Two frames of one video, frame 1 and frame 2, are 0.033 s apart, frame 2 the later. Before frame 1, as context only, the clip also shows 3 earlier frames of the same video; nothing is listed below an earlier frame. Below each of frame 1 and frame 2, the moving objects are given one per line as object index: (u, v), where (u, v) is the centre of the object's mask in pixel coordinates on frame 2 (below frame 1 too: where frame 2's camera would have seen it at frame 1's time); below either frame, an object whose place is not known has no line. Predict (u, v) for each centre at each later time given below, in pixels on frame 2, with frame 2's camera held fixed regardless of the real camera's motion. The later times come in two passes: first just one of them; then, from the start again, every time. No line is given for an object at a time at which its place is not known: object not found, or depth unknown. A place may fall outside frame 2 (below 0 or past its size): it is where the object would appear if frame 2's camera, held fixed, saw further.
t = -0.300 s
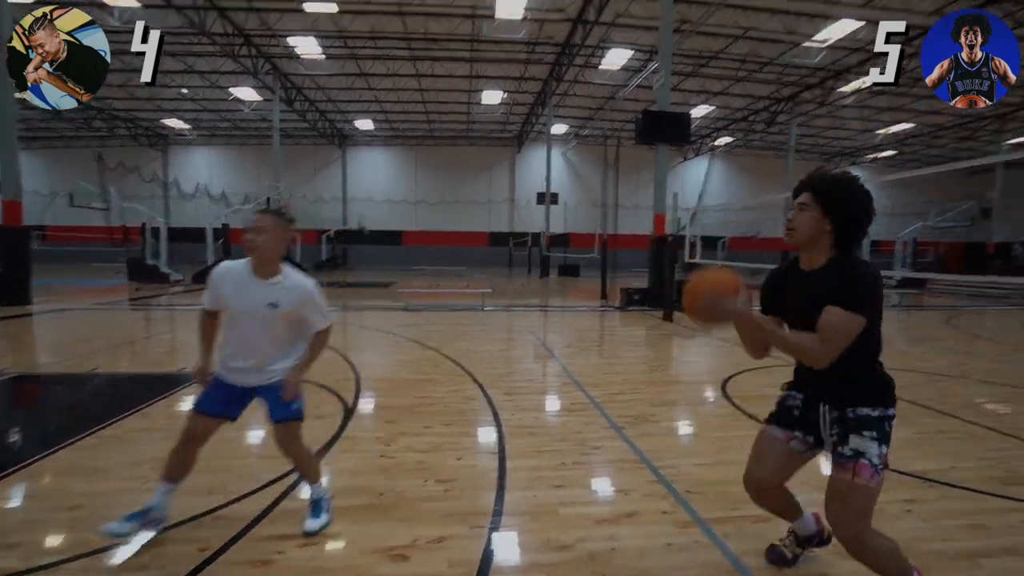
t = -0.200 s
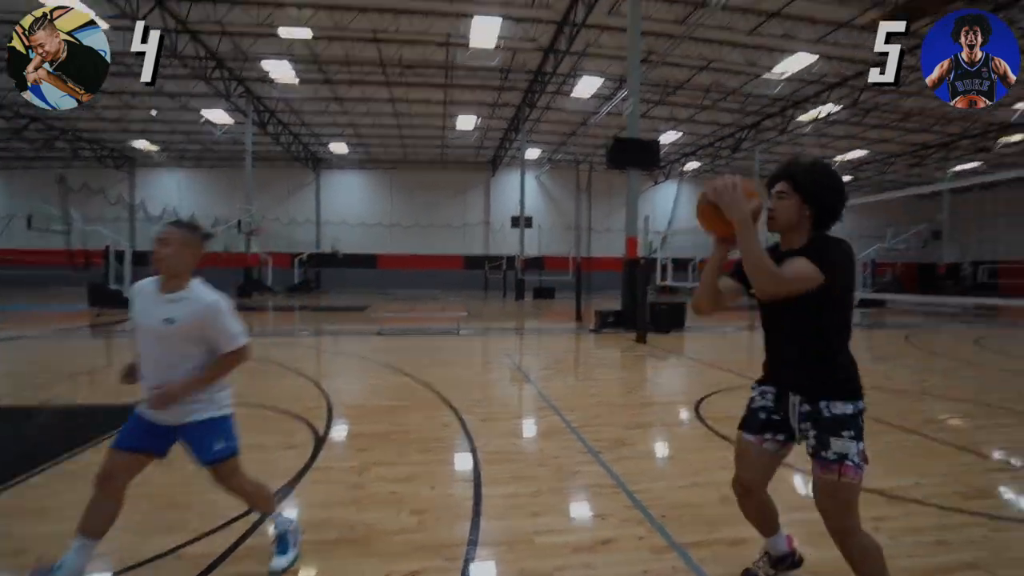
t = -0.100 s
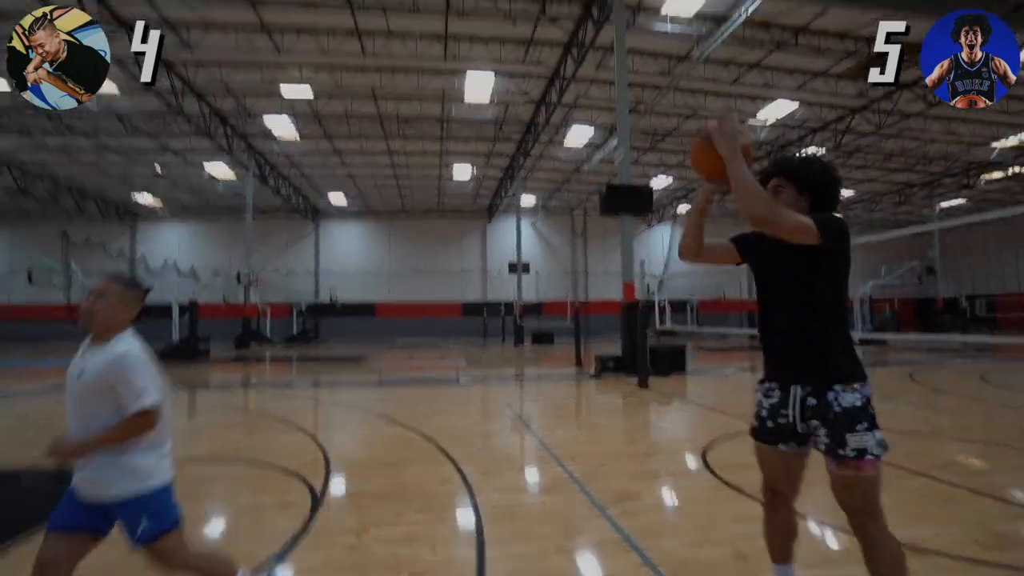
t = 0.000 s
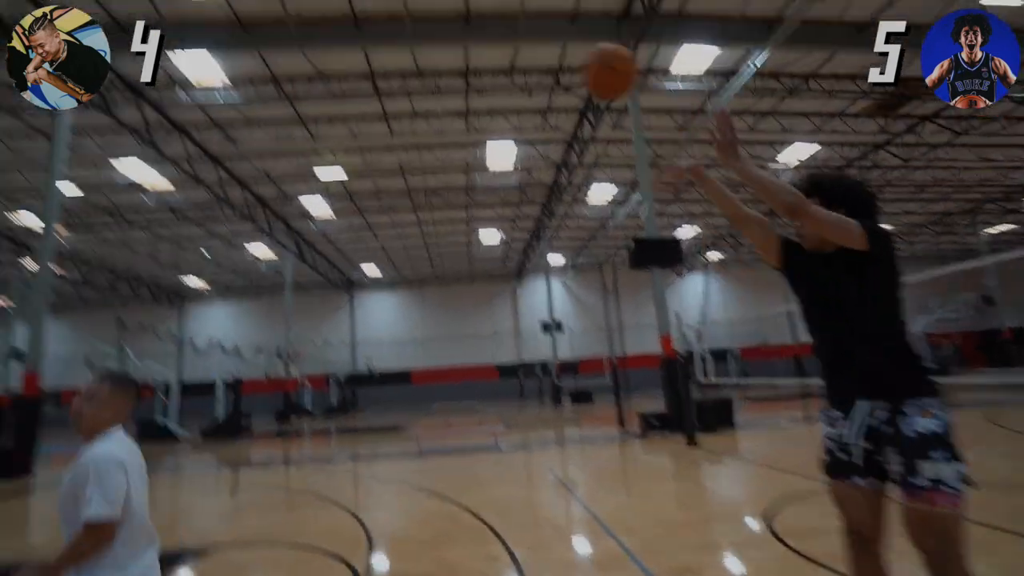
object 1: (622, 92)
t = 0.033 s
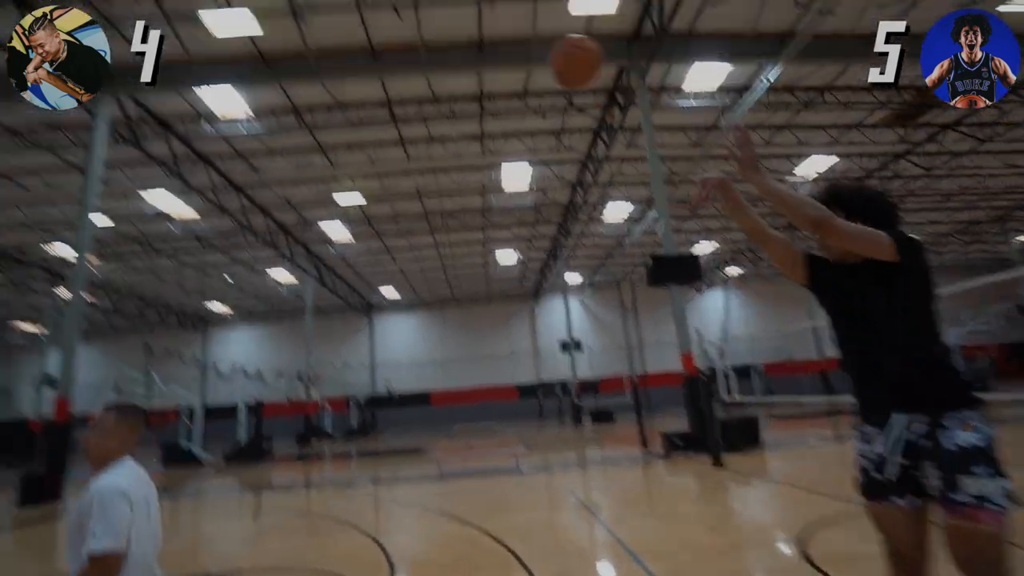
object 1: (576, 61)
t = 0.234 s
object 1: (361, -44)
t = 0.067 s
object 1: (533, 37)
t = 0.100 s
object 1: (493, 15)
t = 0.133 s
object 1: (455, -4)
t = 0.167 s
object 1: (421, -19)
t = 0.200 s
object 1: (389, -33)
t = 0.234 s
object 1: (361, -44)
